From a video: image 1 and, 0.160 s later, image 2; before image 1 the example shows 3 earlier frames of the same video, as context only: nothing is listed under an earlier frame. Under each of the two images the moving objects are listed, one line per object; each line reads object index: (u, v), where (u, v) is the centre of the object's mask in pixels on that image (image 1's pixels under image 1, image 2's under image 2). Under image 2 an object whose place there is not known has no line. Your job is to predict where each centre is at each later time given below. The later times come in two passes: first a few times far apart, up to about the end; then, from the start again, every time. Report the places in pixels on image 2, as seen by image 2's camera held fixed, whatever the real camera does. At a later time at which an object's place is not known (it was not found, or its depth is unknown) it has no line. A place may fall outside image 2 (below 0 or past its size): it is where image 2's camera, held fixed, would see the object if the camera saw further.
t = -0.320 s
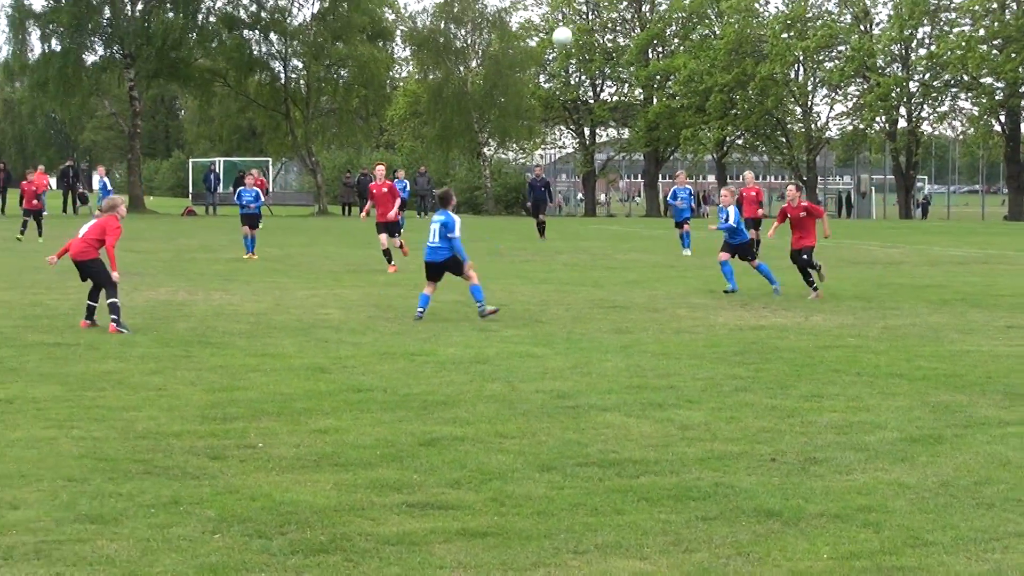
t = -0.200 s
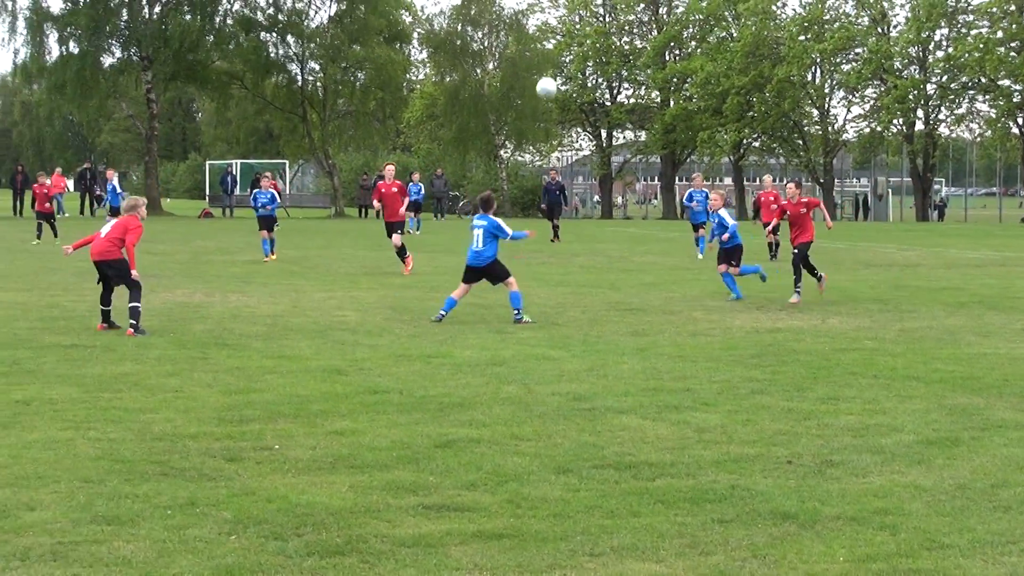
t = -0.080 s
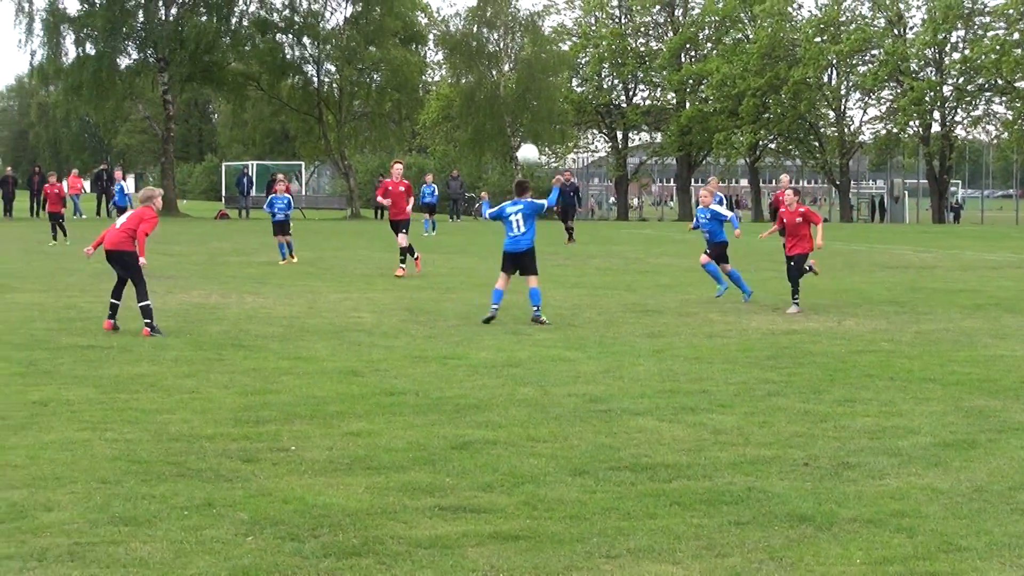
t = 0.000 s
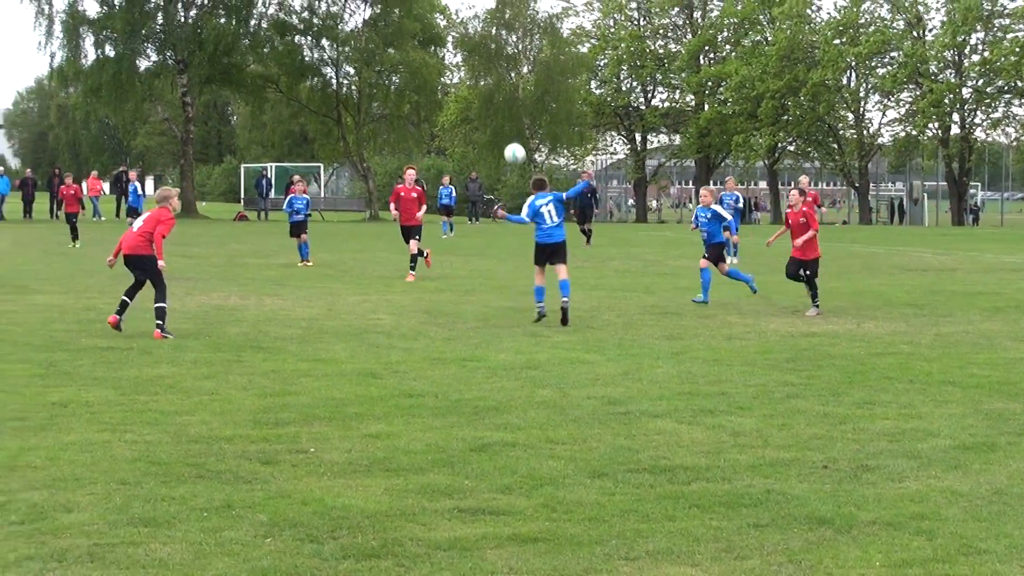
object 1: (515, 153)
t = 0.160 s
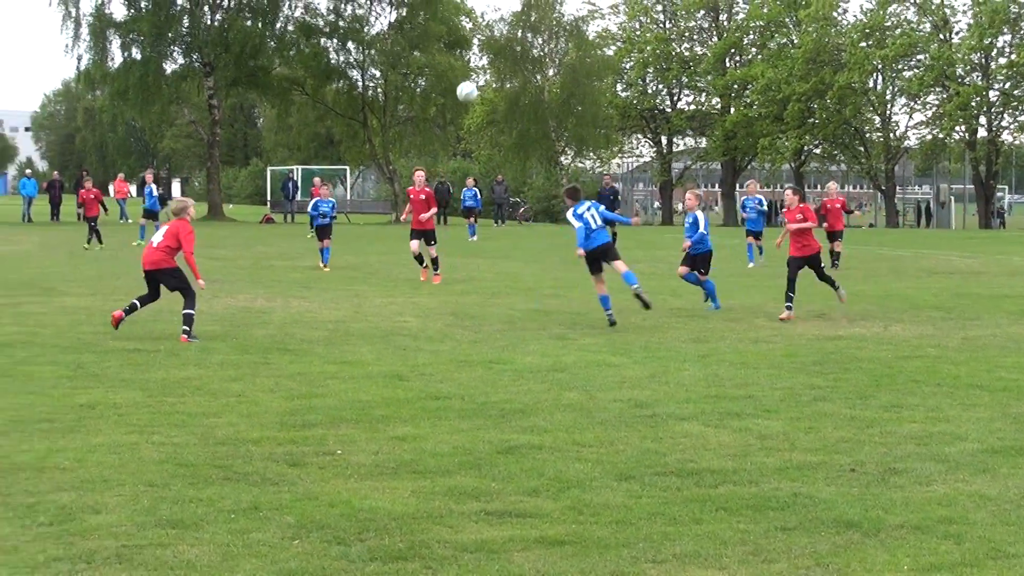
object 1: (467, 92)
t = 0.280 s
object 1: (415, 61)
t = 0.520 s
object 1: (316, 39)
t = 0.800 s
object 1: (208, 72)
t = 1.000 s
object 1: (133, 133)
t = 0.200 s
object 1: (449, 80)
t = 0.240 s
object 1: (432, 70)
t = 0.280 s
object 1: (415, 61)
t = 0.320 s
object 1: (398, 54)
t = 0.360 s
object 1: (382, 48)
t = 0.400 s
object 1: (365, 43)
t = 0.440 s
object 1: (349, 40)
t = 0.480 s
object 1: (332, 39)
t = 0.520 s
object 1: (316, 39)
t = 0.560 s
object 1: (300, 40)
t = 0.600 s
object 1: (285, 43)
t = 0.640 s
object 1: (270, 46)
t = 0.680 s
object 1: (254, 51)
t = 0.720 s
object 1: (239, 57)
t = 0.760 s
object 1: (224, 63)
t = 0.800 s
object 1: (208, 72)
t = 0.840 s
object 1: (193, 82)
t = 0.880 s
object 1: (178, 92)
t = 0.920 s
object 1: (163, 105)
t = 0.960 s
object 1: (148, 118)
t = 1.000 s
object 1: (133, 133)
